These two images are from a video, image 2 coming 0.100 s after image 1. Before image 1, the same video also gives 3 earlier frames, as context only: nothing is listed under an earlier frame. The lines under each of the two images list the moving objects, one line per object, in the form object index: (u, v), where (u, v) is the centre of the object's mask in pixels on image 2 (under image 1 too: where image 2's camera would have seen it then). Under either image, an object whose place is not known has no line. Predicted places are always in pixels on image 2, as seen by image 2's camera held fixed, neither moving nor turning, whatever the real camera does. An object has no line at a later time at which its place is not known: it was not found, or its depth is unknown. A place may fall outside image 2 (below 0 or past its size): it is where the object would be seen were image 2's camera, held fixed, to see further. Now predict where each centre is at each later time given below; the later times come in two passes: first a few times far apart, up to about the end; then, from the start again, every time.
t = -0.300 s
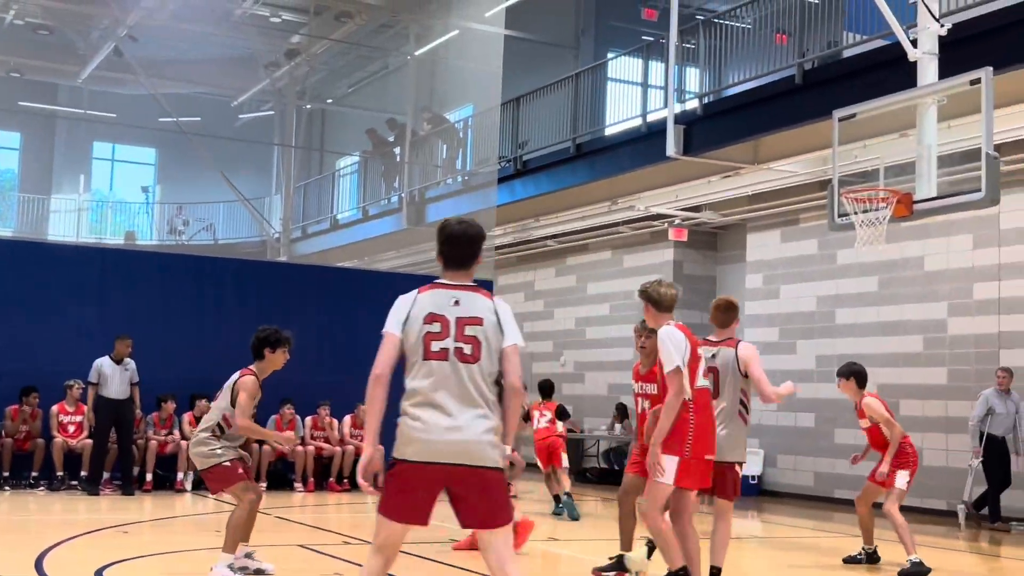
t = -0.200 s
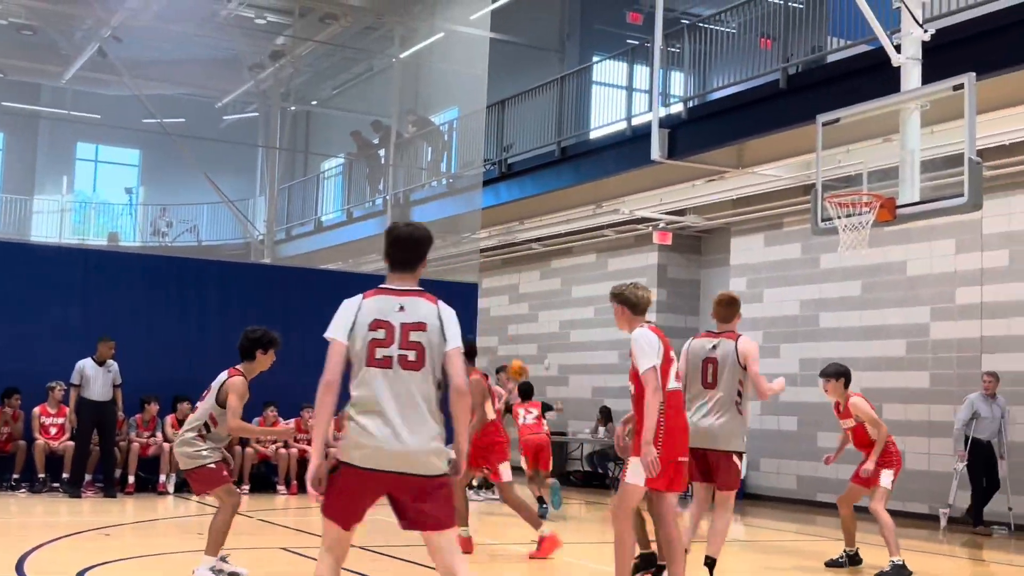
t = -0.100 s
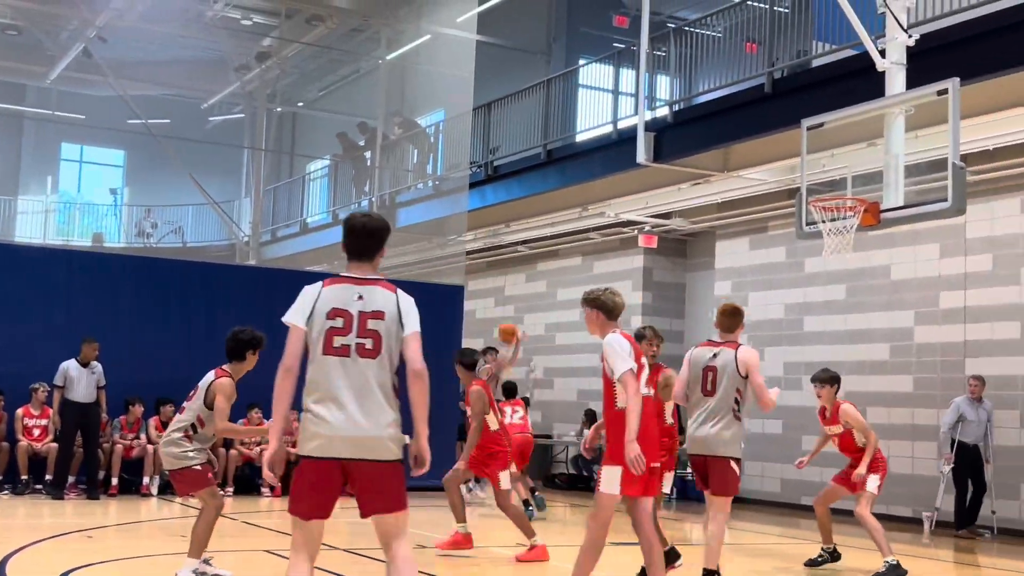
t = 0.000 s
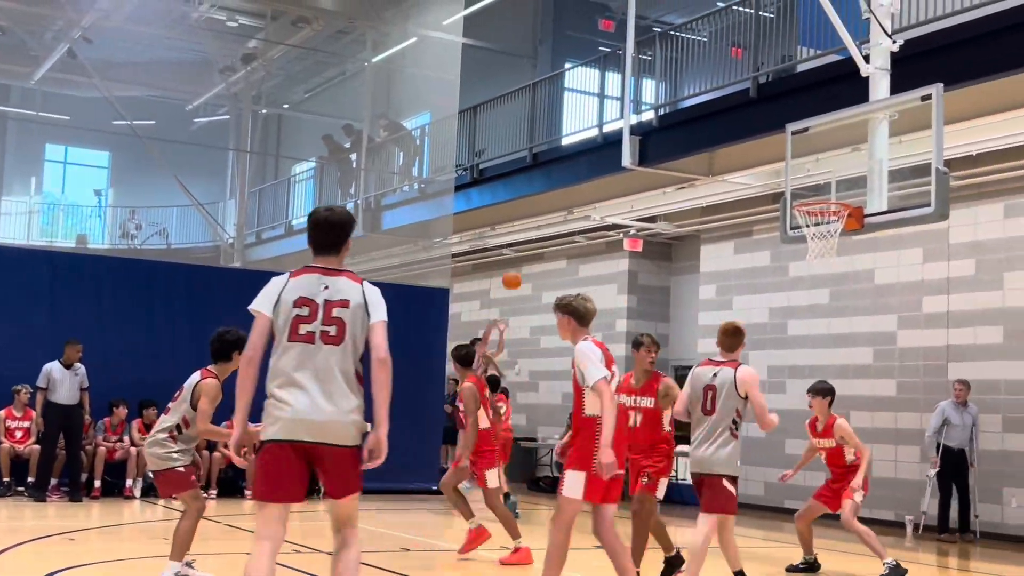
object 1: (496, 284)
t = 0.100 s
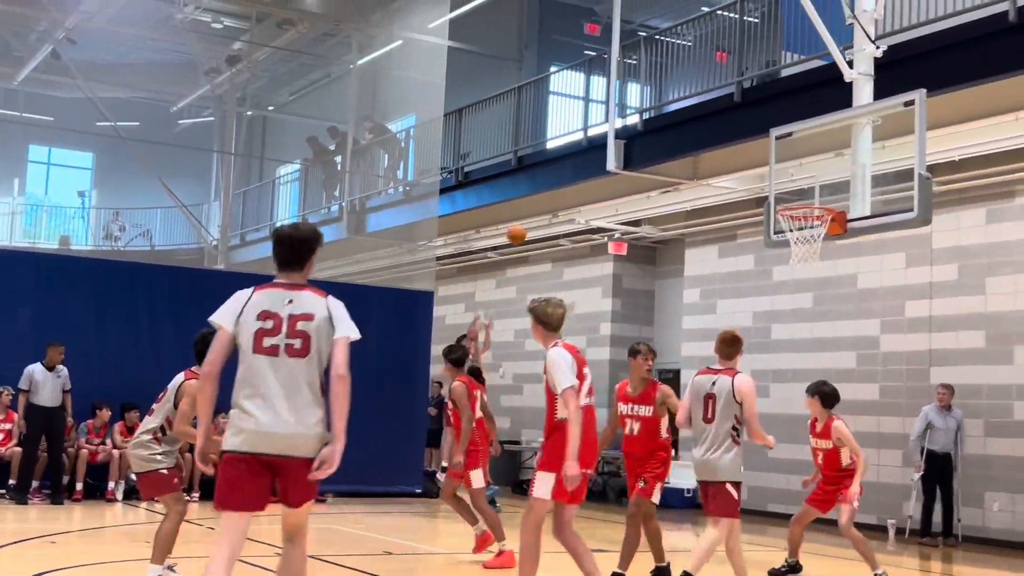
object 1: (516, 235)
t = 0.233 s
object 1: (544, 179)
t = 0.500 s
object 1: (602, 101)
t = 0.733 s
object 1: (658, 75)
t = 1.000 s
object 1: (730, 109)
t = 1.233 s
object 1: (804, 209)
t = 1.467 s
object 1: (828, 268)
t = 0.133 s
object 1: (523, 219)
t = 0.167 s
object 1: (530, 205)
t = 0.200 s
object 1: (537, 191)
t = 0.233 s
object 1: (544, 179)
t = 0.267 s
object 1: (551, 166)
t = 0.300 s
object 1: (558, 155)
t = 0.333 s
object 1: (565, 145)
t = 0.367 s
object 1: (573, 134)
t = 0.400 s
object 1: (579, 125)
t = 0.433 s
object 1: (587, 117)
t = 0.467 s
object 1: (595, 108)
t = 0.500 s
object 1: (602, 101)
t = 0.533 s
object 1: (610, 95)
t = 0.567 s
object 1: (618, 88)
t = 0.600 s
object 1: (625, 84)
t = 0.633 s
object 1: (634, 80)
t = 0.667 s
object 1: (642, 77)
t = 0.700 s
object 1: (650, 76)
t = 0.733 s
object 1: (658, 75)
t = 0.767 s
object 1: (667, 75)
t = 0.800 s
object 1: (675, 76)
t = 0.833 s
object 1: (684, 79)
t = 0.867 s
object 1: (692, 83)
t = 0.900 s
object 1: (702, 88)
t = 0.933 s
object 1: (711, 94)
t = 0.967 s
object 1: (721, 101)
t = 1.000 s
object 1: (730, 109)
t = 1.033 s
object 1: (740, 119)
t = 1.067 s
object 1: (750, 130)
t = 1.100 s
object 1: (760, 143)
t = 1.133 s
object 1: (771, 157)
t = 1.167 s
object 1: (783, 173)
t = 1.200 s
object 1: (793, 190)
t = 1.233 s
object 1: (804, 209)
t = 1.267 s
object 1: (814, 225)
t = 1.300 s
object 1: (819, 234)
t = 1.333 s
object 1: (821, 241)
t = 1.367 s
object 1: (823, 244)
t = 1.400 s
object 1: (825, 250)
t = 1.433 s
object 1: (827, 259)
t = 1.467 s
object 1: (828, 268)
